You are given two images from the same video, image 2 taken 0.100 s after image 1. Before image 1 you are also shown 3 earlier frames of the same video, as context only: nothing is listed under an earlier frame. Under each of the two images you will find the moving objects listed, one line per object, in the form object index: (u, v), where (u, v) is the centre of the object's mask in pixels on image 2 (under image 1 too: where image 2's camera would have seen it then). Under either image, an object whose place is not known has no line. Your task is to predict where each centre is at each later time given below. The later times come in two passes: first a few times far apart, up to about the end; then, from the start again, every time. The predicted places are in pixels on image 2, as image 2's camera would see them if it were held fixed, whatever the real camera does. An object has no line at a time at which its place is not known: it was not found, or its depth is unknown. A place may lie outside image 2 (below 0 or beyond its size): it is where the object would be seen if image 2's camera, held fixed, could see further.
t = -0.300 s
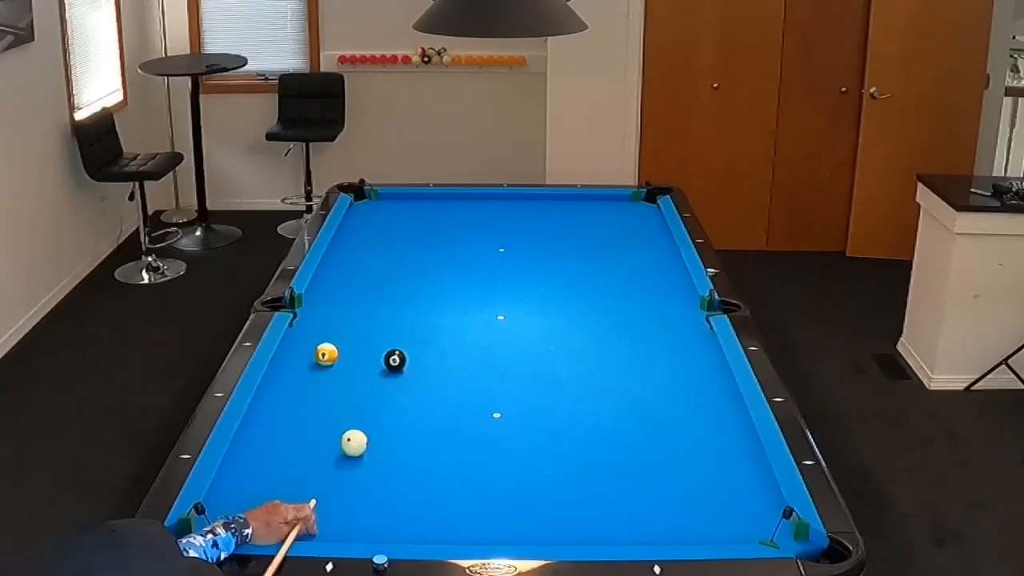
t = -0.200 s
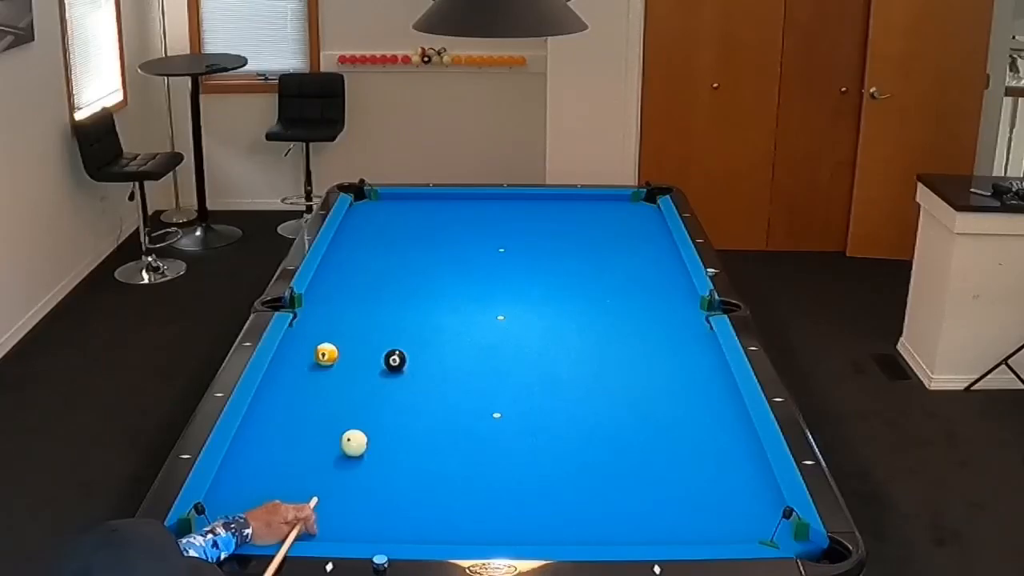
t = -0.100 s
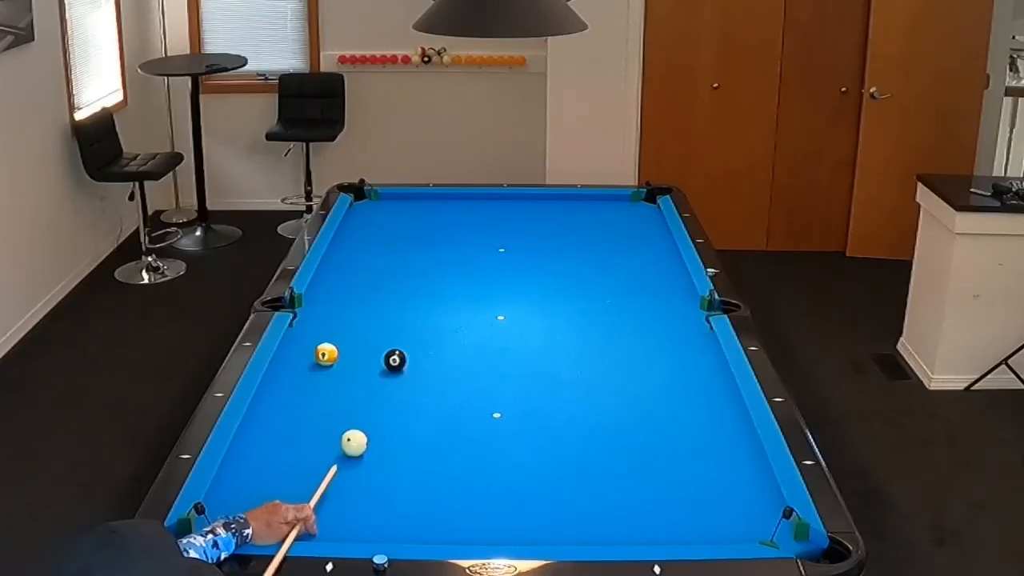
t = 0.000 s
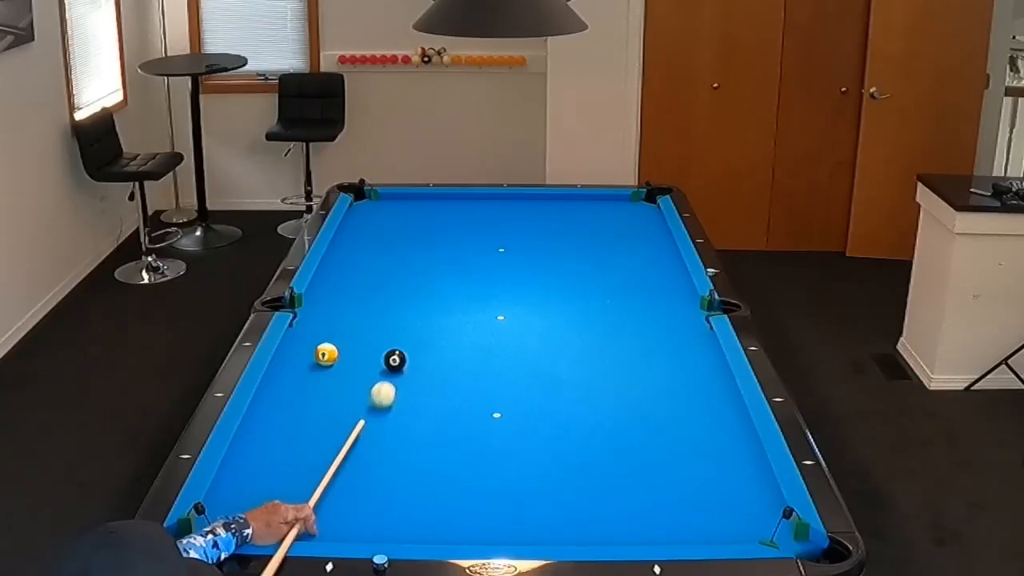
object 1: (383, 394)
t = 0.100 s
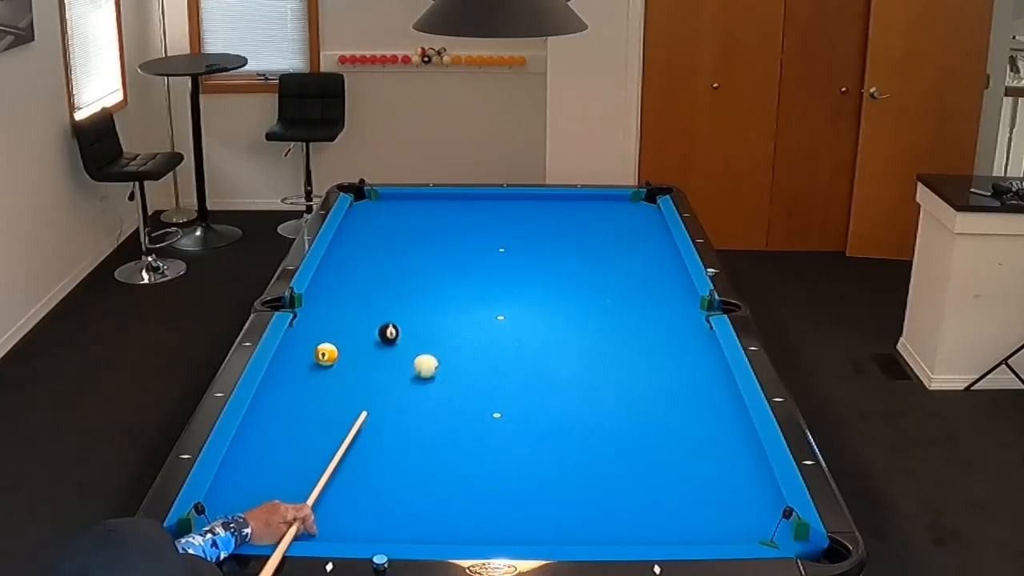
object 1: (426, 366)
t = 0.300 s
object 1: (506, 343)
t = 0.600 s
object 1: (599, 307)
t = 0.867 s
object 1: (671, 278)
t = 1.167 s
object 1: (636, 258)
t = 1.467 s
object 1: (593, 241)
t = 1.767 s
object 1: (554, 226)
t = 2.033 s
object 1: (525, 214)
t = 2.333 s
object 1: (494, 203)
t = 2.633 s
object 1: (466, 197)
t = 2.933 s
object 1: (441, 203)
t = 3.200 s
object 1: (418, 208)
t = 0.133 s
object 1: (440, 363)
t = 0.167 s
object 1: (455, 360)
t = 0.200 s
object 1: (468, 356)
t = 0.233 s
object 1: (481, 352)
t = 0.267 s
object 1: (494, 348)
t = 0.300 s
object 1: (506, 343)
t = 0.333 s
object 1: (518, 339)
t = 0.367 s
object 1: (530, 334)
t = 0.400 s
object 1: (541, 329)
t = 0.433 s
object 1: (552, 325)
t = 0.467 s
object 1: (557, 323)
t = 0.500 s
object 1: (568, 319)
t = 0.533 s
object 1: (579, 315)
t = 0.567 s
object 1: (589, 311)
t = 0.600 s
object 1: (599, 307)
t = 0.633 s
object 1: (609, 303)
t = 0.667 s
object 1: (618, 299)
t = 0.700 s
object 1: (628, 296)
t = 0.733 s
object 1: (637, 292)
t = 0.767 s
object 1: (646, 289)
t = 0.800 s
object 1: (654, 285)
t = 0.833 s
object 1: (663, 282)
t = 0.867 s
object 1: (671, 278)
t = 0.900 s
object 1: (679, 275)
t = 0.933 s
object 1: (676, 273)
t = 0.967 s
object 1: (668, 270)
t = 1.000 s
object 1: (662, 268)
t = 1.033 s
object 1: (657, 266)
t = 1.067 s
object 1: (651, 264)
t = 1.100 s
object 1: (646, 262)
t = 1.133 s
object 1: (640, 260)
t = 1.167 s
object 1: (636, 258)
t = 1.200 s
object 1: (631, 256)
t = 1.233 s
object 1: (625, 254)
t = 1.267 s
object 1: (621, 252)
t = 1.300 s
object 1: (616, 250)
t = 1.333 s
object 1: (611, 248)
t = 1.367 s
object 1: (606, 246)
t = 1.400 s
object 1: (602, 244)
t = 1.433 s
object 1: (597, 242)
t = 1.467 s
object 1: (593, 241)
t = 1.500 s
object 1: (588, 239)
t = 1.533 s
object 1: (584, 237)
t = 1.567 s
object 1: (579, 236)
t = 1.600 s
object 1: (575, 234)
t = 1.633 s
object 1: (571, 232)
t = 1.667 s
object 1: (567, 230)
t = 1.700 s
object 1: (562, 229)
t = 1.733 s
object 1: (558, 227)
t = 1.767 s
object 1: (554, 226)
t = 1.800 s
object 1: (550, 224)
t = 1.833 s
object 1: (546, 222)
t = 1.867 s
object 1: (544, 222)
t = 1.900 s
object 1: (541, 220)
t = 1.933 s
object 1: (536, 219)
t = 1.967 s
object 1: (533, 217)
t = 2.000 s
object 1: (529, 216)
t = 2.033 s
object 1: (525, 214)
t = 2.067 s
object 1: (522, 213)
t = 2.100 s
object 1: (518, 212)
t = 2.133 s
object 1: (515, 210)
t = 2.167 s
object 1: (511, 209)
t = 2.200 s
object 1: (507, 208)
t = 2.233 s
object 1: (504, 207)
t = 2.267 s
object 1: (501, 205)
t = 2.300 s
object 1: (498, 204)
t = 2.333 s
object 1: (494, 203)
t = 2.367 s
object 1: (491, 201)
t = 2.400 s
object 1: (488, 200)
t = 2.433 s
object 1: (485, 199)
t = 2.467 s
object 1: (481, 198)
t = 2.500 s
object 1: (478, 197)
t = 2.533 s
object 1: (475, 195)
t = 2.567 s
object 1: (473, 196)
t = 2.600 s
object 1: (469, 197)
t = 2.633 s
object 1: (466, 197)
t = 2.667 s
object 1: (463, 198)
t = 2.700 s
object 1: (461, 199)
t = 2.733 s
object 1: (458, 199)
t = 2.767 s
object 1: (455, 200)
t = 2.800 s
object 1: (452, 201)
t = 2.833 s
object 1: (449, 201)
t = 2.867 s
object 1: (446, 202)
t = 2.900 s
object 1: (443, 202)
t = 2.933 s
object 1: (441, 203)
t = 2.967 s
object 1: (437, 203)
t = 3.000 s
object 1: (435, 204)
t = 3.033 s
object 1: (432, 205)
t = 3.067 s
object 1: (429, 205)
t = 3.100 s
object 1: (426, 206)
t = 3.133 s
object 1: (424, 206)
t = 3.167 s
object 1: (420, 207)
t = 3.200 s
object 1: (418, 208)
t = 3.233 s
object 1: (415, 208)
